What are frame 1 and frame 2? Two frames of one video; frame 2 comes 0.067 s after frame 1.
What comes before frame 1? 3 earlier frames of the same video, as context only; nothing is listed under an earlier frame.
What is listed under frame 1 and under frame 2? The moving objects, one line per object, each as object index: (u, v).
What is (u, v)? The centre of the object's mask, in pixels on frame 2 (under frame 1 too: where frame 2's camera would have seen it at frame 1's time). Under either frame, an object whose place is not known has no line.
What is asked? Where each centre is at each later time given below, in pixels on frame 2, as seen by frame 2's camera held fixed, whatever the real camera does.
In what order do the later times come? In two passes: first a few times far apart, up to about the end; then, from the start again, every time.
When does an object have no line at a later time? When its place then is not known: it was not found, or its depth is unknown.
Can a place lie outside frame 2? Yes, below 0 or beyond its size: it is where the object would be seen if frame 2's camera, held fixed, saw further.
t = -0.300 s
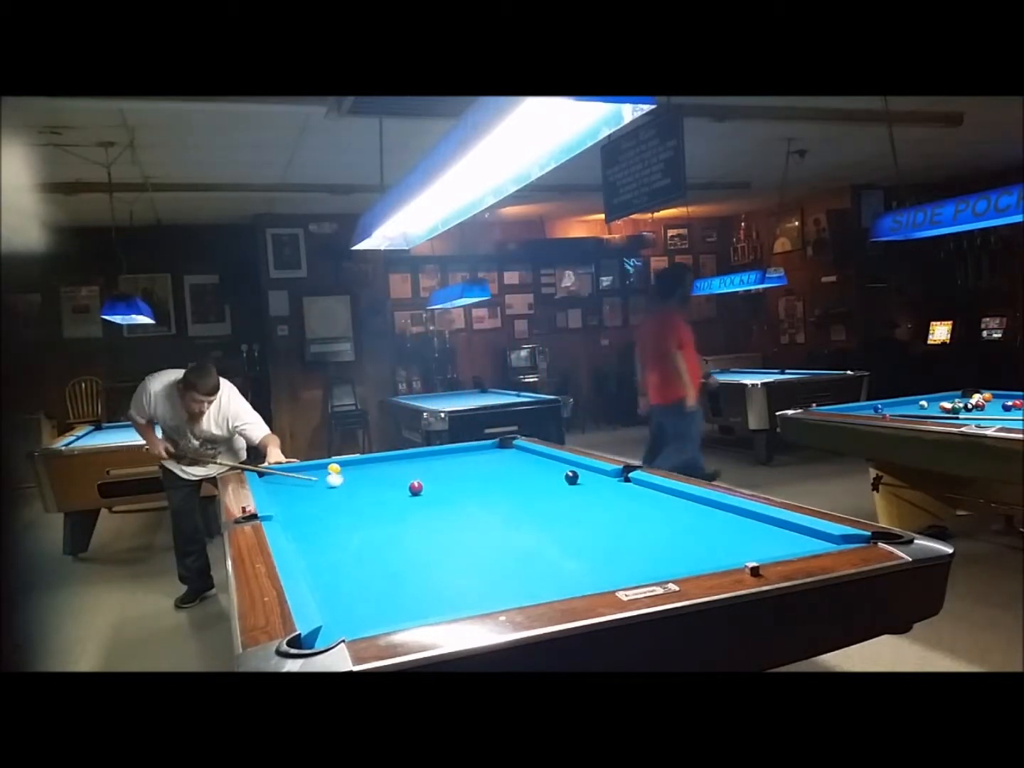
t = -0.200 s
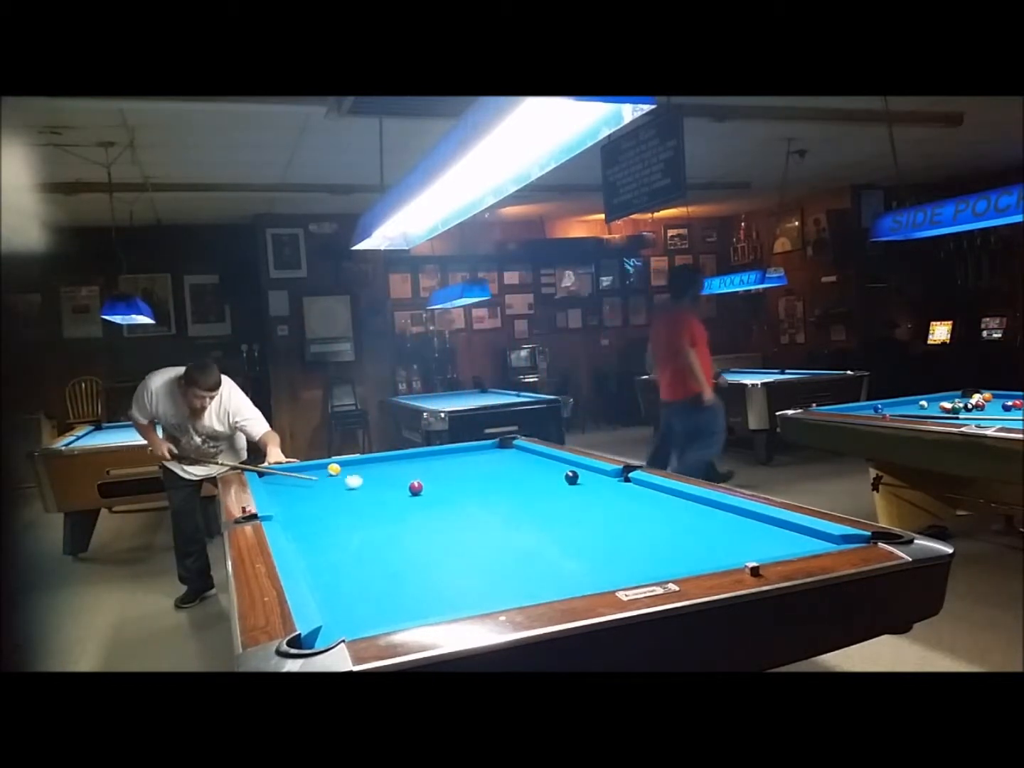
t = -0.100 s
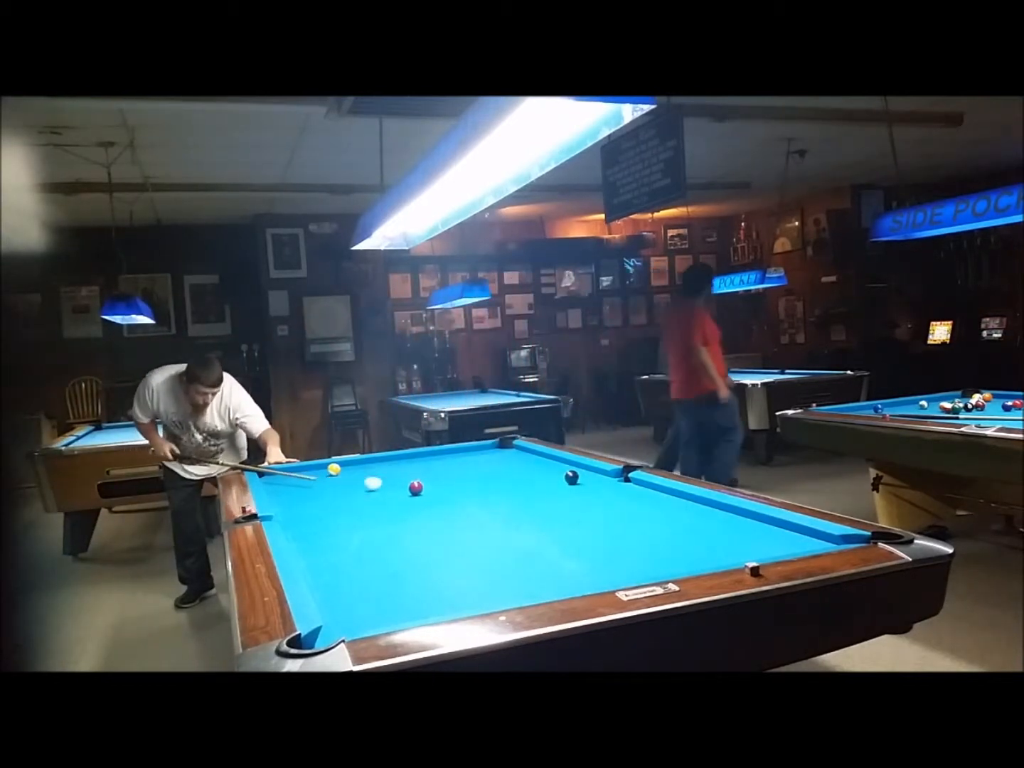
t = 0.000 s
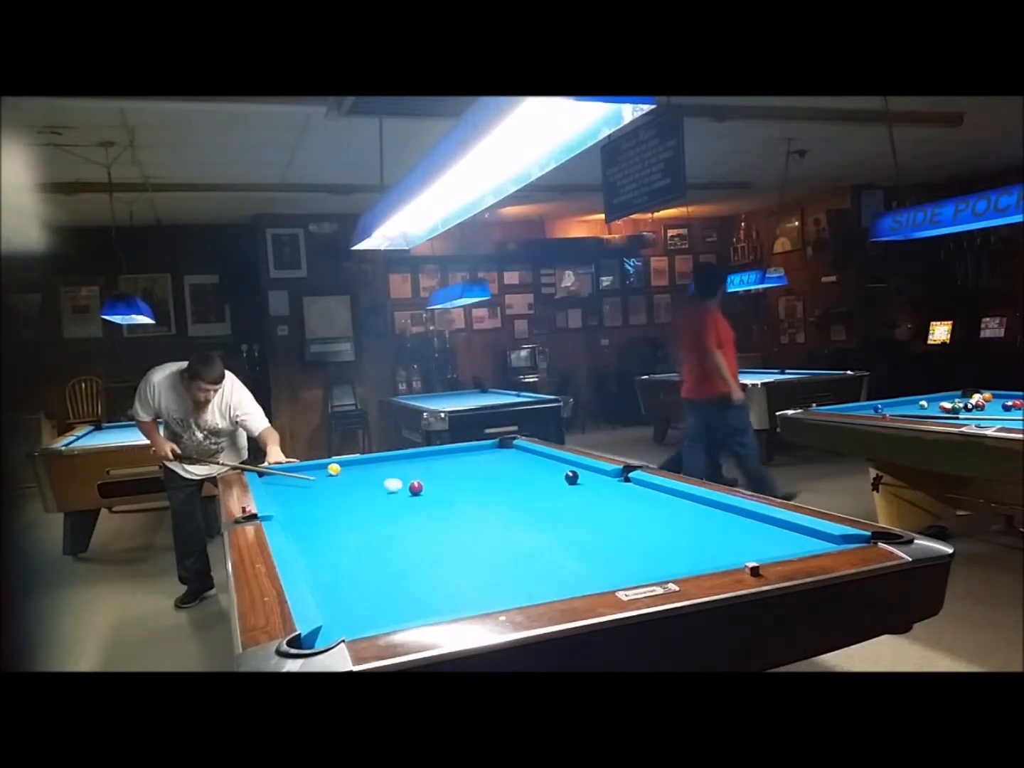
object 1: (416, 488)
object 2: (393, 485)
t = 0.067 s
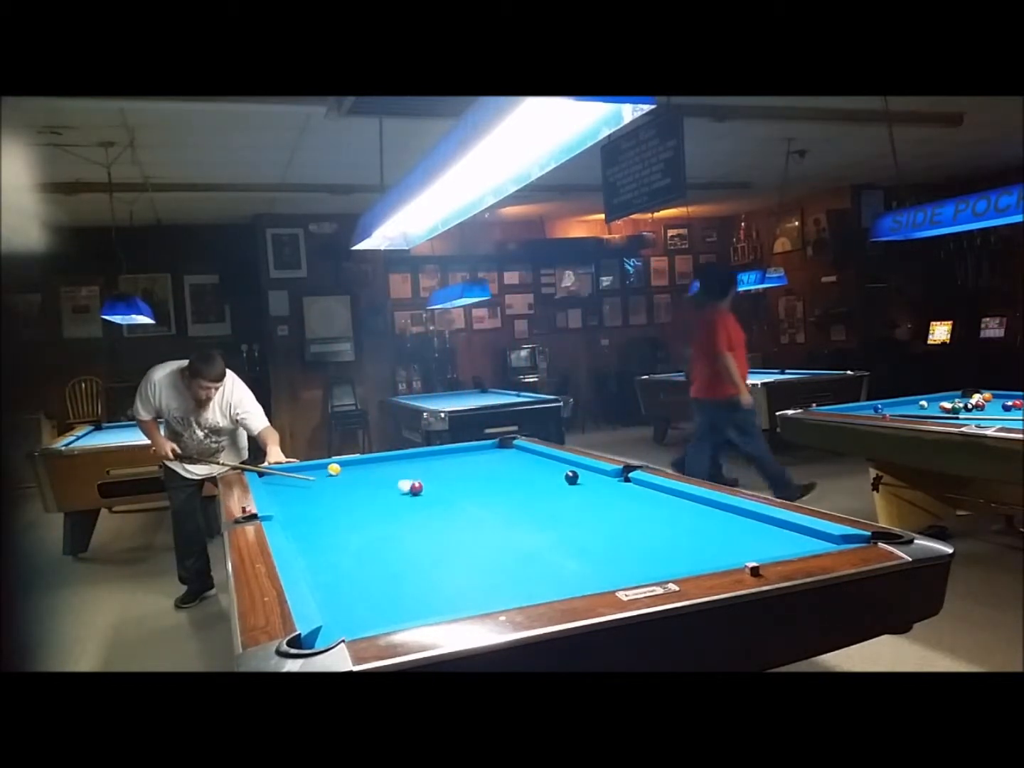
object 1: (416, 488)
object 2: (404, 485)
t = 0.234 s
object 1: (438, 491)
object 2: (416, 486)
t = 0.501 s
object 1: (471, 496)
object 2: (432, 486)
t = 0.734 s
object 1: (502, 500)
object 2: (446, 486)
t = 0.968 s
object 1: (534, 504)
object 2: (459, 485)
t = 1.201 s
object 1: (567, 509)
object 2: (471, 485)
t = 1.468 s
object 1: (608, 516)
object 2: (483, 485)
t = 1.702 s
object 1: (647, 521)
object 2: (493, 485)
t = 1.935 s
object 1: (687, 527)
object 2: (502, 485)
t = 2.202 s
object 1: (735, 535)
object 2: (511, 485)
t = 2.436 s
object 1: (781, 542)
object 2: (518, 485)
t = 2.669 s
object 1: (821, 542)
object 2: (524, 485)
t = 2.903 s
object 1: (822, 538)
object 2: (530, 485)
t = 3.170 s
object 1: (808, 536)
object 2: (534, 485)
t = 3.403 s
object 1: (791, 534)
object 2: (538, 485)
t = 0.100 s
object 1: (420, 488)
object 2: (407, 486)
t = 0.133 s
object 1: (426, 489)
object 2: (409, 486)
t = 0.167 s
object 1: (430, 489)
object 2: (411, 486)
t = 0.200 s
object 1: (435, 490)
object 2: (413, 486)
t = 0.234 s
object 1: (438, 491)
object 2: (416, 486)
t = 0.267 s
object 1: (443, 491)
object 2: (418, 486)
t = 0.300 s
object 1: (447, 492)
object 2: (420, 486)
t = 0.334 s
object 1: (451, 492)
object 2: (422, 486)
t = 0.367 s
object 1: (454, 493)
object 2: (424, 486)
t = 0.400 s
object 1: (459, 494)
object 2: (426, 486)
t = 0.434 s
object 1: (463, 494)
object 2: (428, 486)
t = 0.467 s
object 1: (467, 495)
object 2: (430, 486)
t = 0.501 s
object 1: (471, 496)
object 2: (432, 486)
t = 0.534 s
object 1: (476, 496)
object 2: (434, 486)
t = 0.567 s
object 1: (480, 497)
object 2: (436, 486)
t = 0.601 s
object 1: (485, 497)
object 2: (438, 486)
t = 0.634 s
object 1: (488, 498)
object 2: (440, 486)
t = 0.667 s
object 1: (493, 499)
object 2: (442, 486)
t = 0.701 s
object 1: (497, 499)
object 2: (444, 486)
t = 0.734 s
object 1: (502, 500)
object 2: (446, 486)
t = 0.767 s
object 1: (506, 501)
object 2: (448, 486)
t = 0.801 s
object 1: (511, 501)
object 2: (450, 486)
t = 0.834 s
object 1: (515, 502)
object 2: (452, 486)
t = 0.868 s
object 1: (520, 503)
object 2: (454, 486)
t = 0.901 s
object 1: (524, 503)
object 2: (455, 486)
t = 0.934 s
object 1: (529, 504)
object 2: (457, 486)
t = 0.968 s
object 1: (534, 504)
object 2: (459, 485)
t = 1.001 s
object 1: (538, 505)
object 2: (461, 485)
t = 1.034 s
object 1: (543, 506)
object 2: (462, 485)
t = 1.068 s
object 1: (548, 507)
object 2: (464, 485)
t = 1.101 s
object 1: (553, 507)
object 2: (466, 485)
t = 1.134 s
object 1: (558, 508)
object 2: (467, 485)
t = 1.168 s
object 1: (562, 509)
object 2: (469, 485)
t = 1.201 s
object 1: (567, 509)
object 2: (471, 485)
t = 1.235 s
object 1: (573, 510)
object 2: (473, 485)
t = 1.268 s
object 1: (578, 511)
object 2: (474, 485)
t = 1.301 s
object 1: (582, 512)
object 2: (476, 485)
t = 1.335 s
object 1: (588, 513)
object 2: (477, 485)
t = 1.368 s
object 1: (593, 513)
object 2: (479, 485)
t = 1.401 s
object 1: (598, 514)
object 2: (480, 485)
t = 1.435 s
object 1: (603, 515)
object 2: (482, 485)
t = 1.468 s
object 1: (608, 516)
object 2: (483, 485)
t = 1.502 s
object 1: (614, 516)
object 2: (485, 485)
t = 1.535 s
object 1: (619, 517)
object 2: (486, 485)
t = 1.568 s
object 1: (624, 518)
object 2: (488, 485)
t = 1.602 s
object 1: (630, 519)
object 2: (489, 485)
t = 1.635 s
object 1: (635, 520)
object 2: (491, 485)
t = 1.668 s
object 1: (641, 520)
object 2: (492, 485)
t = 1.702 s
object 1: (647, 521)
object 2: (493, 485)
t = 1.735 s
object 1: (652, 523)
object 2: (494, 485)
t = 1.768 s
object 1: (658, 523)
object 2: (496, 485)
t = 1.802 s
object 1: (663, 524)
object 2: (497, 485)
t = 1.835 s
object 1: (669, 525)
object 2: (499, 485)
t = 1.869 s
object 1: (675, 526)
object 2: (500, 485)
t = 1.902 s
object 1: (681, 527)
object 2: (501, 485)
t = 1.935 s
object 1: (687, 527)
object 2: (502, 485)
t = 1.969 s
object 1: (693, 528)
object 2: (503, 485)
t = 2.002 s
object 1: (698, 529)
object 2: (504, 485)
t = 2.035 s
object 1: (705, 531)
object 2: (506, 485)
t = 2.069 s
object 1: (711, 531)
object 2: (507, 485)
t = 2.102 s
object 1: (717, 532)
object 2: (508, 485)
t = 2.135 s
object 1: (723, 533)
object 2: (509, 485)
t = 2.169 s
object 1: (729, 534)
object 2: (510, 485)
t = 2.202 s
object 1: (735, 535)
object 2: (511, 485)
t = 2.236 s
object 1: (742, 536)
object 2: (512, 485)
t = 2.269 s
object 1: (748, 537)
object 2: (513, 485)
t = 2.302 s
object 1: (755, 538)
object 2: (515, 485)
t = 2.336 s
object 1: (761, 539)
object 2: (515, 485)
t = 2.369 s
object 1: (767, 540)
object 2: (516, 485)
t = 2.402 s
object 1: (774, 541)
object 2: (518, 485)
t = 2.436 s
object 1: (781, 542)
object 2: (518, 485)
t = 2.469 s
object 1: (787, 542)
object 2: (519, 484)
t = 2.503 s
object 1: (794, 543)
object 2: (520, 485)
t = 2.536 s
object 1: (800, 543)
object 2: (521, 485)
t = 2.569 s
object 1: (807, 543)
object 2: (522, 485)
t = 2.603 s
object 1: (813, 543)
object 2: (523, 485)
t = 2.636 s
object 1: (820, 542)
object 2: (524, 485)
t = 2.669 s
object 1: (821, 542)
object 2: (524, 485)
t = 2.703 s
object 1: (821, 542)
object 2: (525, 485)
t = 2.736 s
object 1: (821, 541)
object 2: (526, 485)
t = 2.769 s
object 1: (822, 540)
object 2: (527, 485)
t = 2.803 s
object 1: (822, 540)
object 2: (528, 485)
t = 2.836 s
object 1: (822, 539)
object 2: (528, 485)
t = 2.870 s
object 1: (822, 539)
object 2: (529, 485)
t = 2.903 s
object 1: (822, 538)
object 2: (530, 485)
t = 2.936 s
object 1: (822, 538)
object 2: (530, 485)
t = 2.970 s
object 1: (822, 537)
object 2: (531, 485)
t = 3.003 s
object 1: (822, 536)
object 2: (532, 485)
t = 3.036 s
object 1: (820, 536)
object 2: (532, 485)
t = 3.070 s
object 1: (817, 536)
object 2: (533, 485)
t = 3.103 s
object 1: (814, 536)
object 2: (533, 485)
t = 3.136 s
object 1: (811, 536)
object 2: (534, 485)
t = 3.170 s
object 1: (808, 536)
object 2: (534, 485)
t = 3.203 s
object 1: (806, 536)
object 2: (535, 485)
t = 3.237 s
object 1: (803, 535)
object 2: (535, 485)
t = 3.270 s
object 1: (801, 535)
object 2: (536, 485)
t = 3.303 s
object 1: (798, 535)
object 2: (537, 485)
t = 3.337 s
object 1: (796, 535)
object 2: (537, 485)
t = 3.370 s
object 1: (794, 534)
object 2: (538, 485)
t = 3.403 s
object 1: (791, 534)
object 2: (538, 485)
